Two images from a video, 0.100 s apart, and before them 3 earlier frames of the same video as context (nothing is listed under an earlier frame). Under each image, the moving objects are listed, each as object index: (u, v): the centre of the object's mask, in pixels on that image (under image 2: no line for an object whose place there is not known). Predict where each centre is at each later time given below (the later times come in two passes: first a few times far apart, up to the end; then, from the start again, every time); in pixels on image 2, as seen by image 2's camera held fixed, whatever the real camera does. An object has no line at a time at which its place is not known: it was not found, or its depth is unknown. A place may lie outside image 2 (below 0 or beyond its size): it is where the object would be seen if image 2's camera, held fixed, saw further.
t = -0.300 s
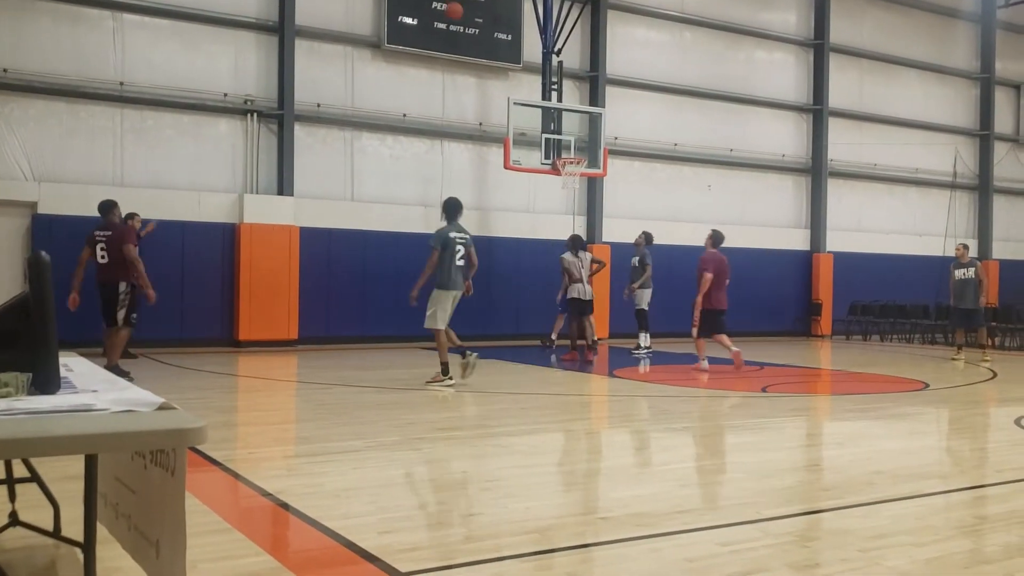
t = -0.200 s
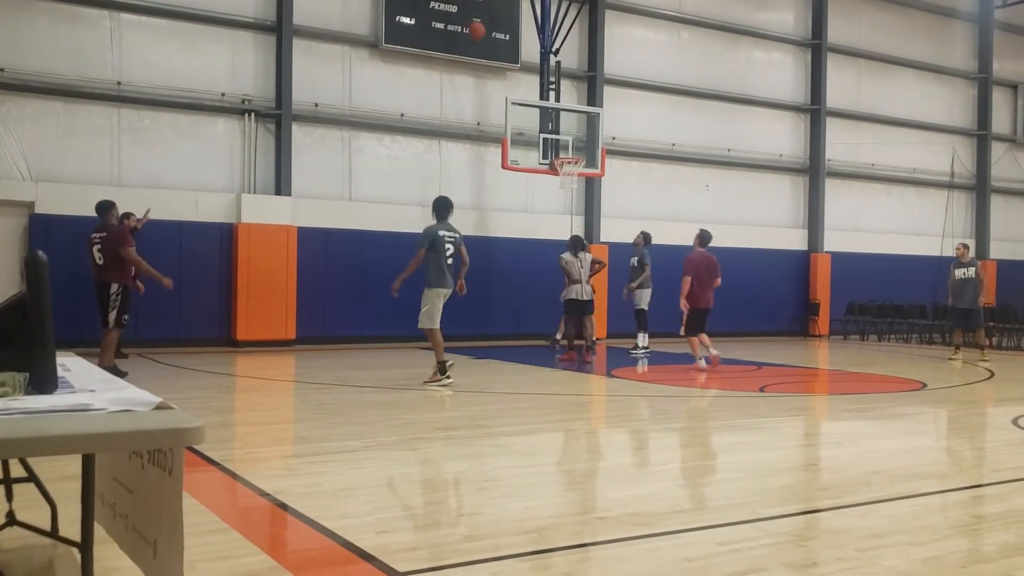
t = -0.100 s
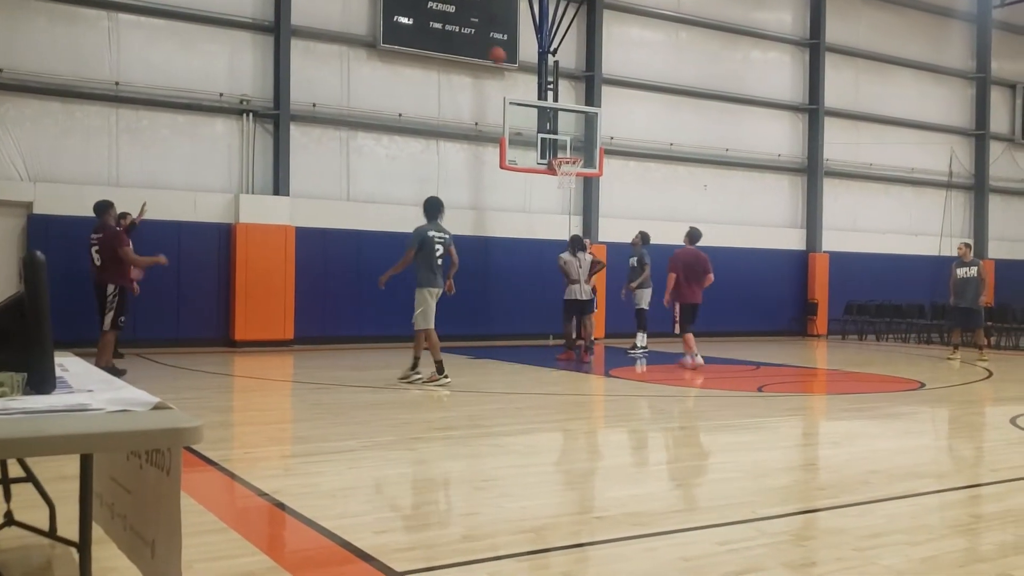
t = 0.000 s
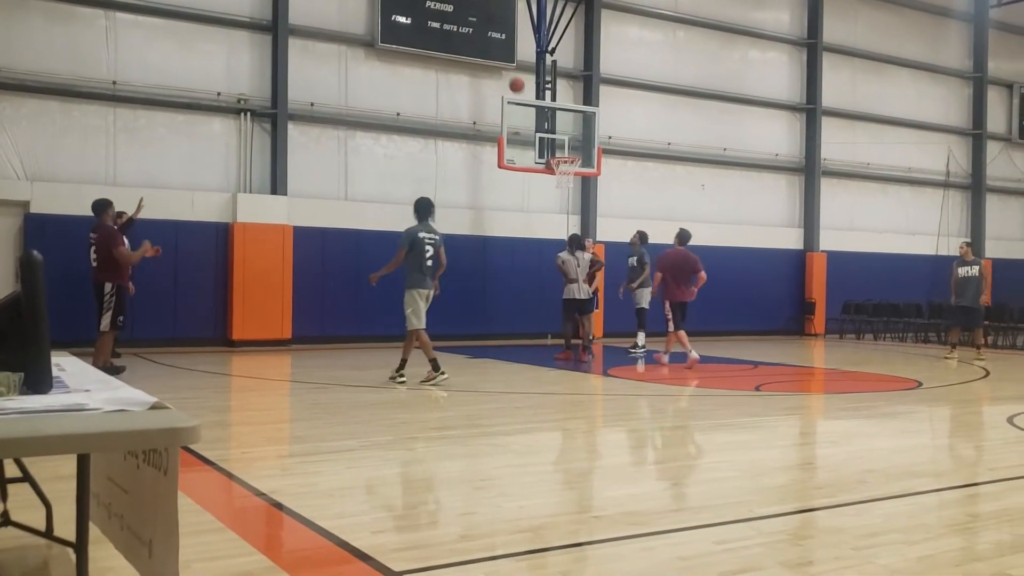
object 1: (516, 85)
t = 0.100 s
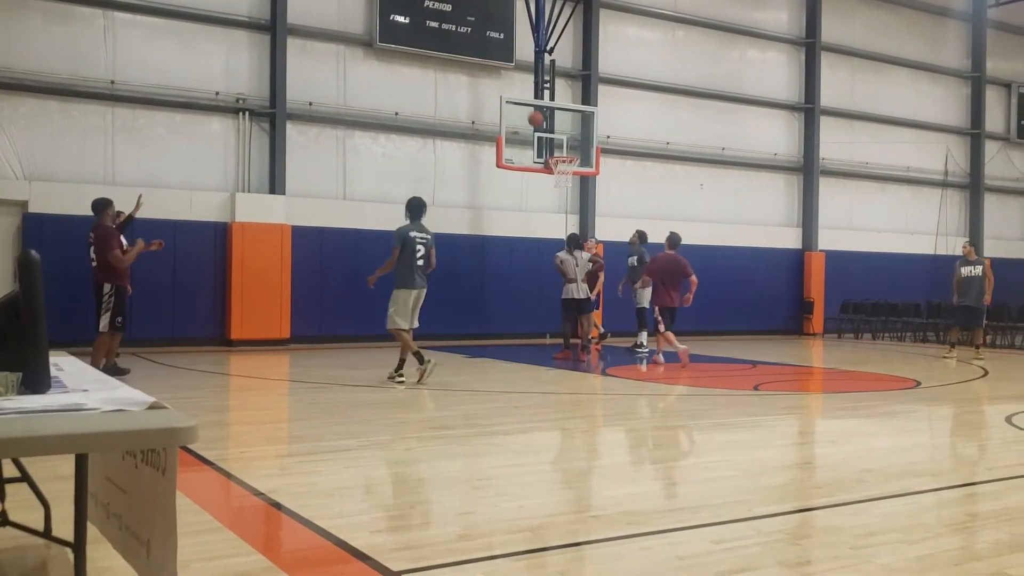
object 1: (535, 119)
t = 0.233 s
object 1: (560, 144)
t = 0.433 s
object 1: (599, 114)
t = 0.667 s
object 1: (644, 111)
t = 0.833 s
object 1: (674, 129)
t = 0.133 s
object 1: (540, 130)
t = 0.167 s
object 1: (547, 143)
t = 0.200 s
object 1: (553, 151)
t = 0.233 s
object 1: (560, 144)
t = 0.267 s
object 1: (567, 137)
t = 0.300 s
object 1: (573, 131)
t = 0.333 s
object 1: (580, 126)
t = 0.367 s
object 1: (586, 121)
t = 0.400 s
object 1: (593, 117)
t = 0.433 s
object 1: (599, 114)
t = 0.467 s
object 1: (606, 111)
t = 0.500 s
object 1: (612, 110)
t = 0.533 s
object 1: (618, 109)
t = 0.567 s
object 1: (625, 108)
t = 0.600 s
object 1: (631, 108)
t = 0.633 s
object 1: (637, 109)
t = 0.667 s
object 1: (644, 111)
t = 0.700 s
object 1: (650, 113)
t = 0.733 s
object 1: (656, 116)
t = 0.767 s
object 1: (662, 120)
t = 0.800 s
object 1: (668, 124)
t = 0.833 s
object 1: (674, 129)
